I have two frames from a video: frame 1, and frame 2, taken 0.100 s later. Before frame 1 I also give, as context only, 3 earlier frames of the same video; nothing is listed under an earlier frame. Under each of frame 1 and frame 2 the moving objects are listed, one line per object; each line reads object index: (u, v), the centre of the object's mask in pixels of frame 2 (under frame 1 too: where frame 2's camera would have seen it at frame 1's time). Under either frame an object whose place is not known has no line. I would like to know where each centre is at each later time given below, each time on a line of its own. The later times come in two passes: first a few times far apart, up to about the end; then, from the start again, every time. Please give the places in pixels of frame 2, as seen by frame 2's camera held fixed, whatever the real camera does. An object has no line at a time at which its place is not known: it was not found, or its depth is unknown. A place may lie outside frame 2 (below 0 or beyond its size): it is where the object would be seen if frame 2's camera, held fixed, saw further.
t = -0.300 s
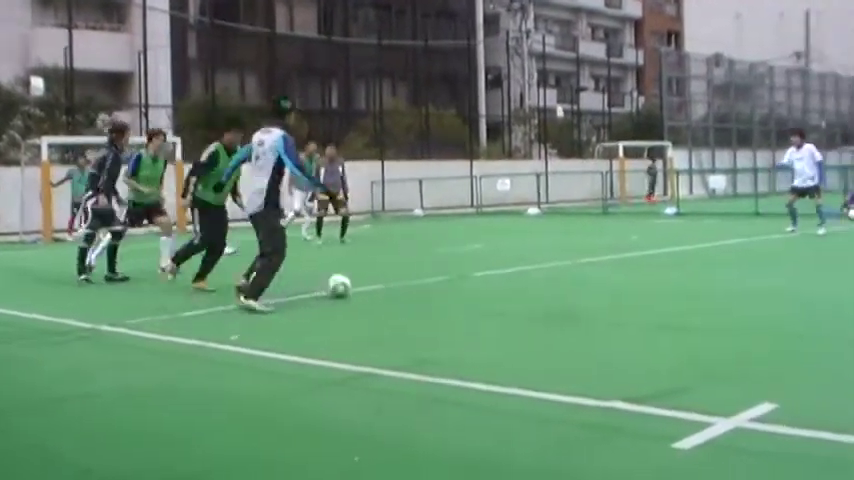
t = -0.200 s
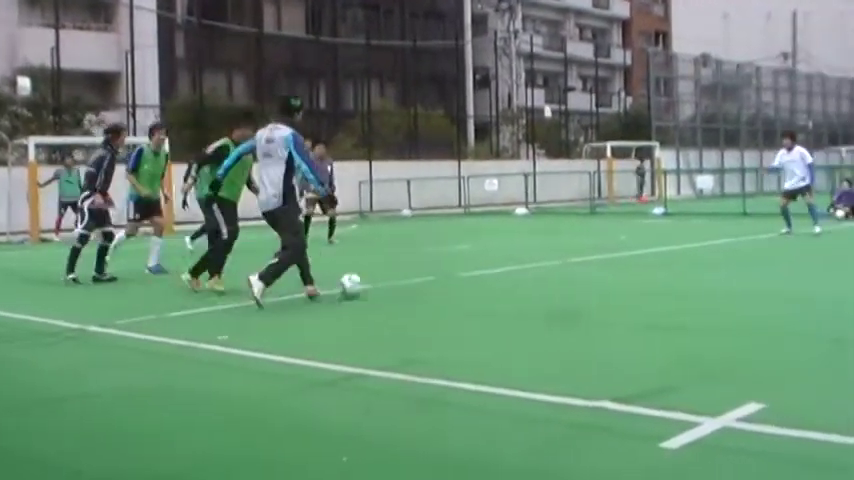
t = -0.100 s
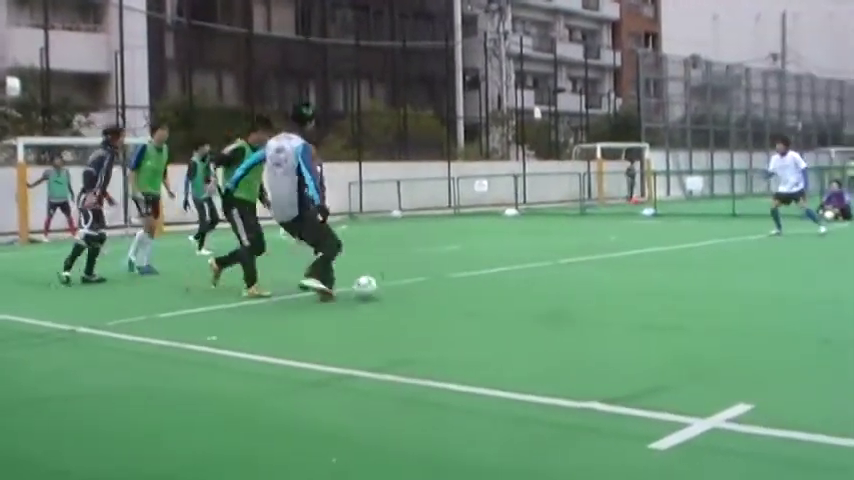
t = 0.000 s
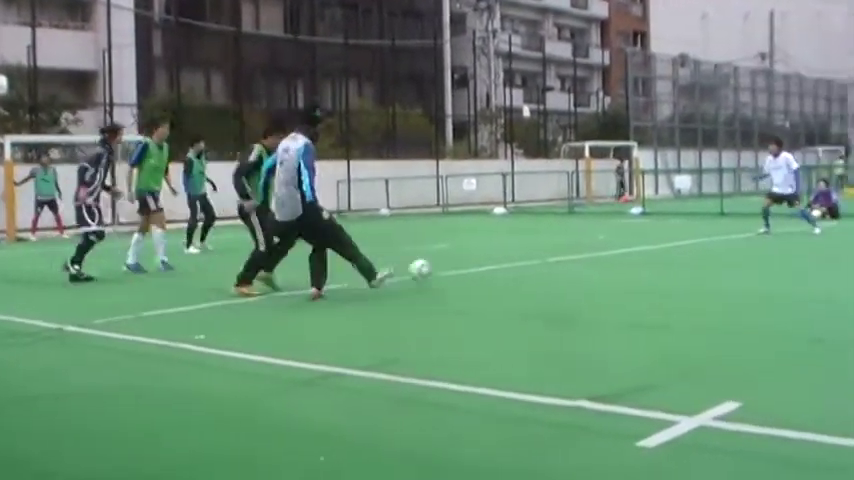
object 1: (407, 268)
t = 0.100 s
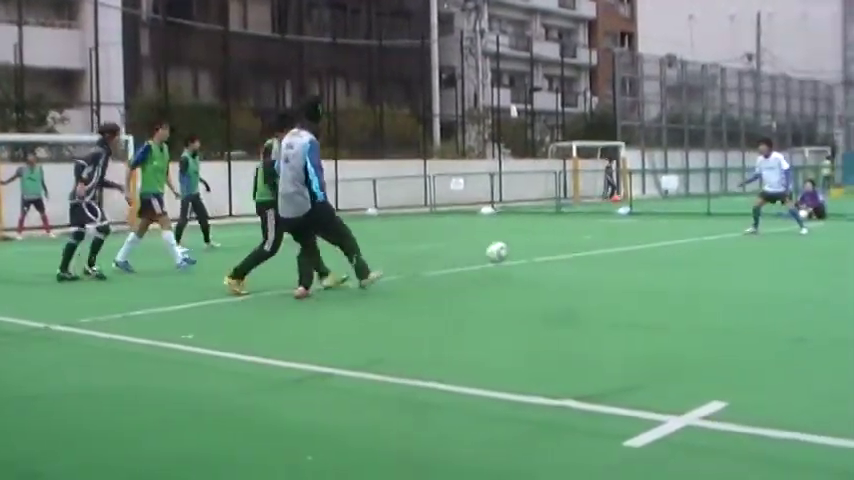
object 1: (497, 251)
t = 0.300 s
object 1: (629, 245)
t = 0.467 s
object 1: (698, 236)
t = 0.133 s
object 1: (522, 247)
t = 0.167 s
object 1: (547, 246)
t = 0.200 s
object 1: (568, 243)
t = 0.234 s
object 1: (589, 243)
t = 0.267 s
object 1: (609, 243)
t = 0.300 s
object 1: (629, 245)
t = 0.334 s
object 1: (645, 246)
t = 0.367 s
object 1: (659, 241)
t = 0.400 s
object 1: (673, 239)
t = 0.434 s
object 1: (686, 237)
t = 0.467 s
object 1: (698, 236)
